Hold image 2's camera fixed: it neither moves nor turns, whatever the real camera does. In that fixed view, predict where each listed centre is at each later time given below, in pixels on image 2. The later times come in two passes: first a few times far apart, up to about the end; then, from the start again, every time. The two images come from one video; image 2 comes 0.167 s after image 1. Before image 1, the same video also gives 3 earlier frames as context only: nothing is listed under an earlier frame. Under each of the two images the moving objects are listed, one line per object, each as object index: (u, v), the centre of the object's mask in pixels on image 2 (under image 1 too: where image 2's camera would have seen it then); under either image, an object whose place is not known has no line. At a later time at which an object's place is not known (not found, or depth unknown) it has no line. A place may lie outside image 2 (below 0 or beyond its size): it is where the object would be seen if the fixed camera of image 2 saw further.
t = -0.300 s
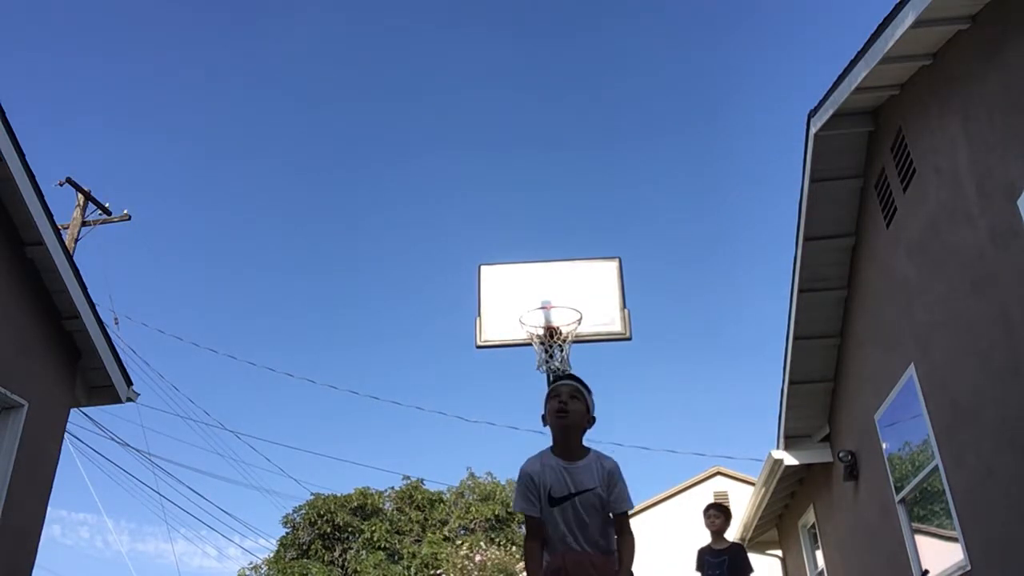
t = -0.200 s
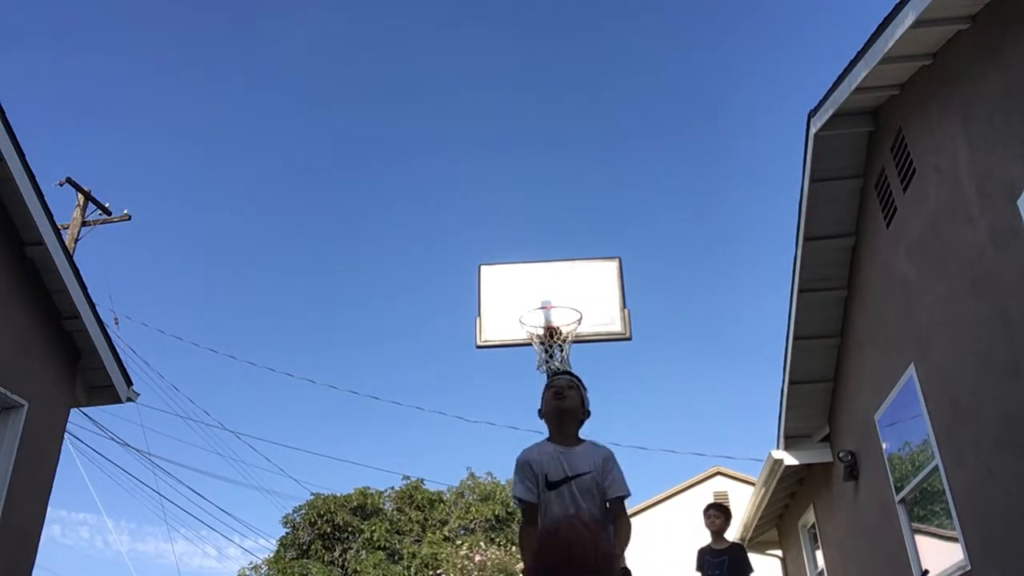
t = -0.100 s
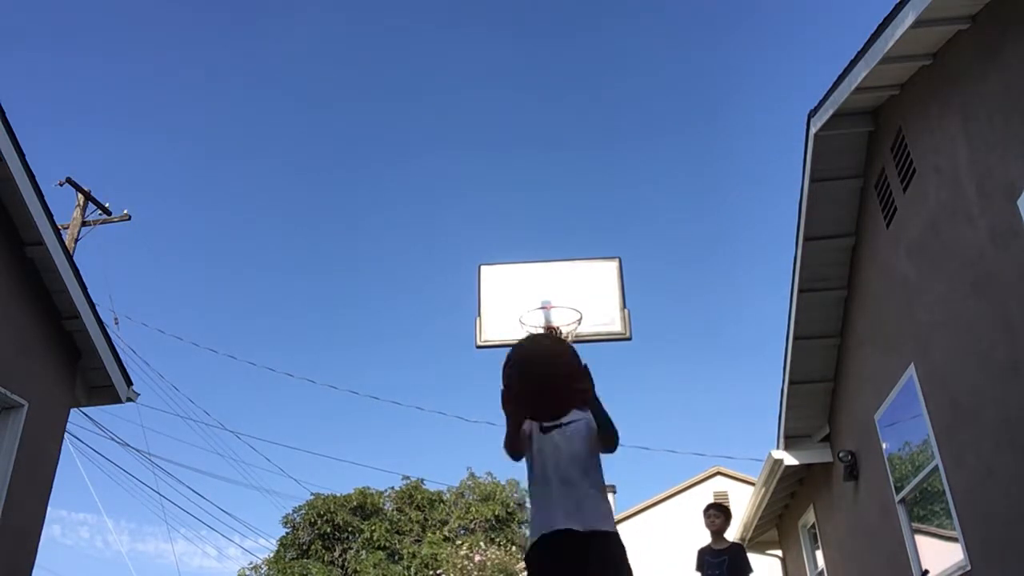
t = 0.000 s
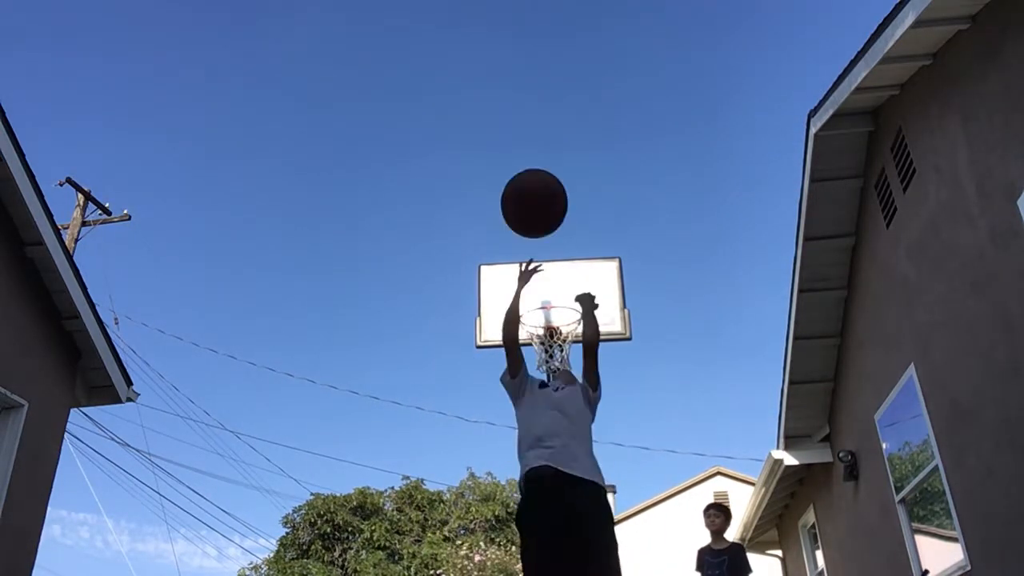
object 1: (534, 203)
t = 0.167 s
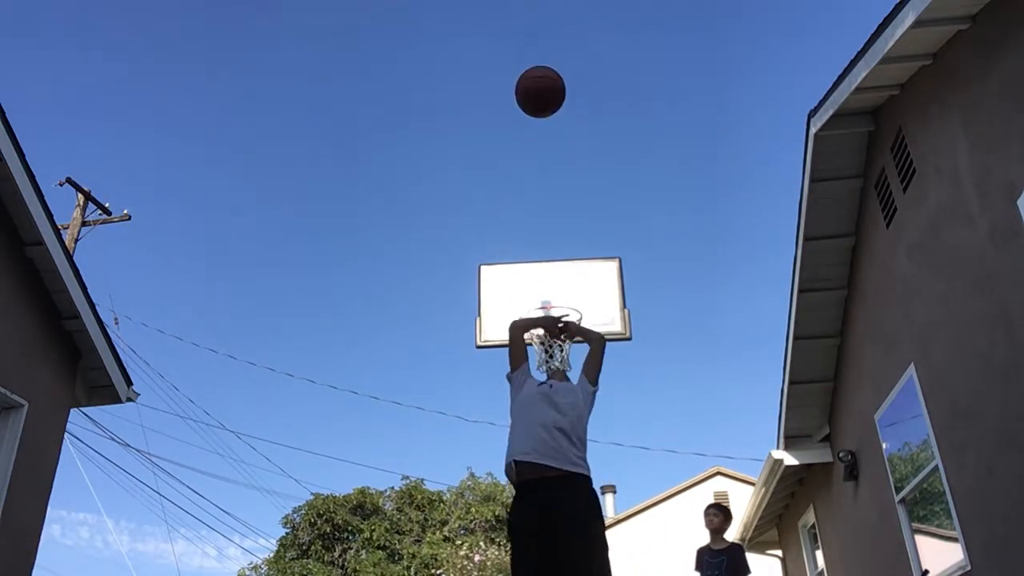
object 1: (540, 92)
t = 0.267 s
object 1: (543, 67)
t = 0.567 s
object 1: (550, 83)
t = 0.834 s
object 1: (558, 163)
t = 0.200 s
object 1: (541, 81)
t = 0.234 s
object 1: (542, 73)
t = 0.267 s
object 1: (543, 67)
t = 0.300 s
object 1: (543, 63)
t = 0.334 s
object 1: (544, 61)
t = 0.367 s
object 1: (545, 61)
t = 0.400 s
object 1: (546, 62)
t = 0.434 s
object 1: (547, 64)
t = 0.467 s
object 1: (547, 67)
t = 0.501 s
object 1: (548, 71)
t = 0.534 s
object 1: (549, 76)
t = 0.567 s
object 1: (550, 83)
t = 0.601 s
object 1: (550, 90)
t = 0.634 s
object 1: (551, 98)
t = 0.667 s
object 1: (552, 107)
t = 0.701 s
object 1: (553, 117)
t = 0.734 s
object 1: (554, 127)
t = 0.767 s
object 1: (555, 139)
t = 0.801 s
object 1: (556, 151)
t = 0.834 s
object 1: (558, 163)
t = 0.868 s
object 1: (559, 177)
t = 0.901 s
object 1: (561, 192)
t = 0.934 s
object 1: (562, 207)
